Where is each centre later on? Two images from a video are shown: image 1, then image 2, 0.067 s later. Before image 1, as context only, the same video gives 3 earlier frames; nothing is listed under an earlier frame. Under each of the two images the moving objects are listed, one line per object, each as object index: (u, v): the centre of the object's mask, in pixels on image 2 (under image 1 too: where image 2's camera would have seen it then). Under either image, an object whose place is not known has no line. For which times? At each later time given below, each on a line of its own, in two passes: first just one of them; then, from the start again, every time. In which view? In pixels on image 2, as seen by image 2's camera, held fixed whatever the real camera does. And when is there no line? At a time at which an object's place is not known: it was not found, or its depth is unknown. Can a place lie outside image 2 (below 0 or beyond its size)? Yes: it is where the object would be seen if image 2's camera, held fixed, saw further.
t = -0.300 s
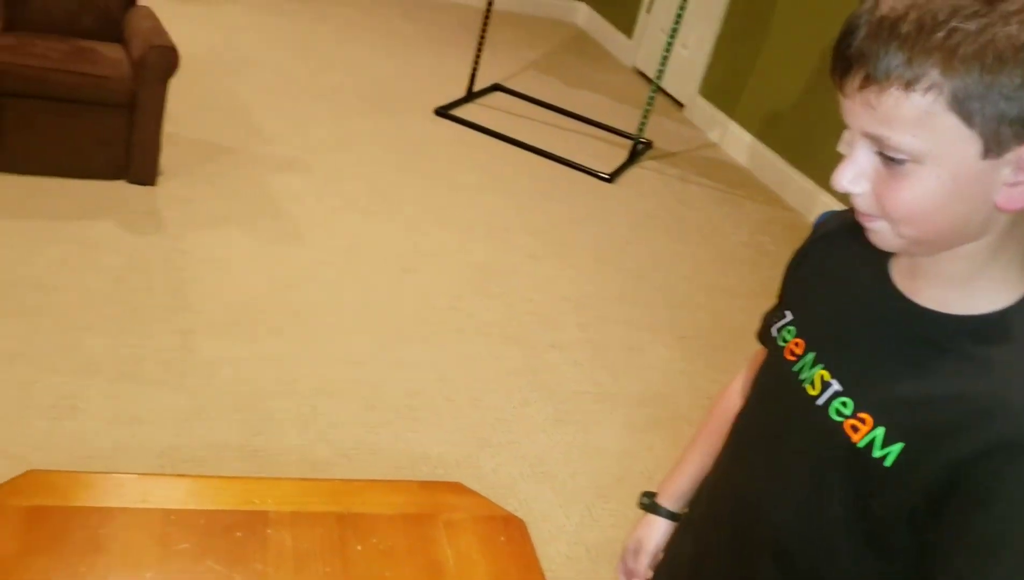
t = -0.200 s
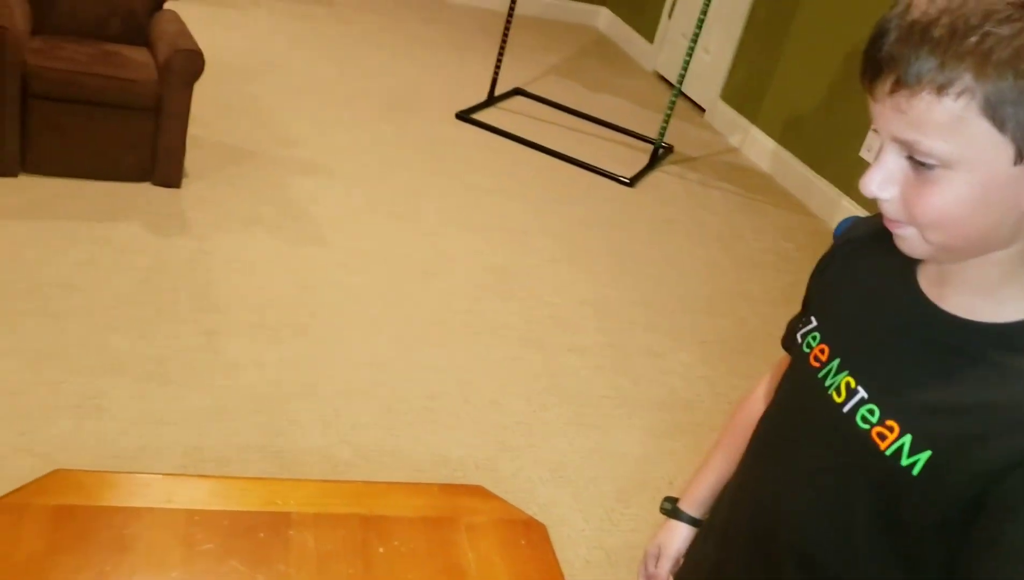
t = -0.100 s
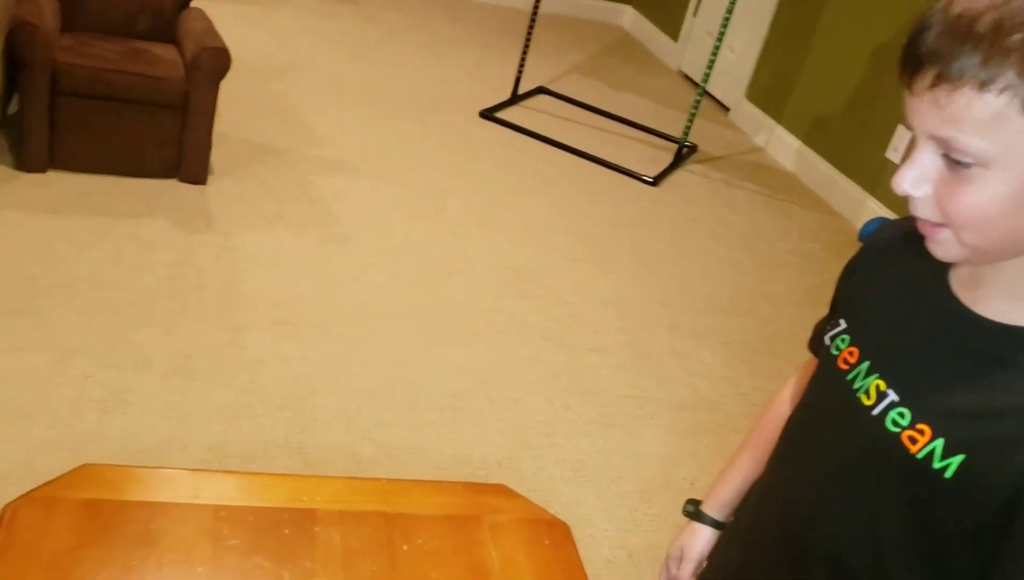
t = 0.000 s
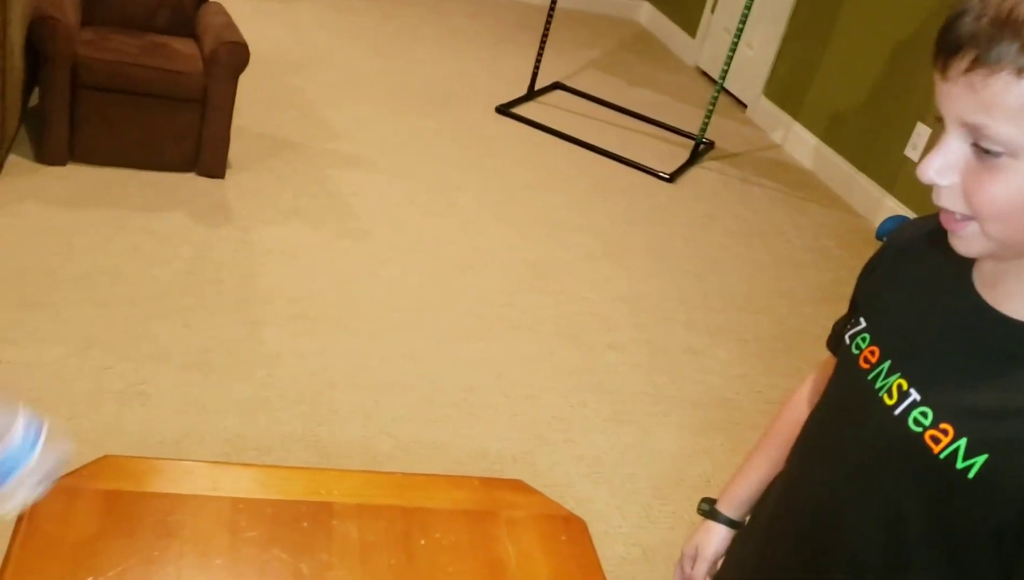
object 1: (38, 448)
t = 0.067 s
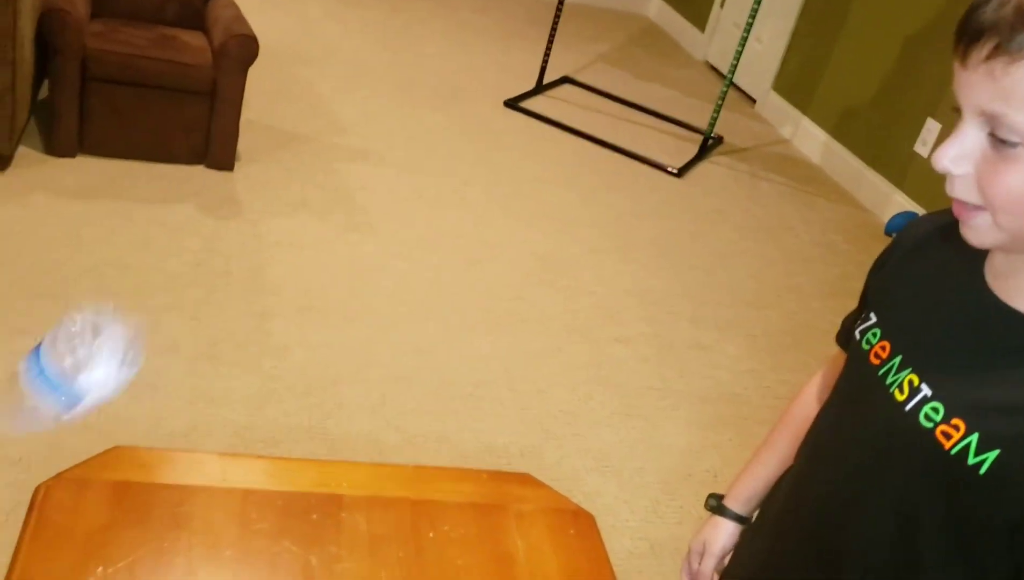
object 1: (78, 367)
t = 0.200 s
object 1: (220, 330)
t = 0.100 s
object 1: (114, 338)
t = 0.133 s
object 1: (151, 322)
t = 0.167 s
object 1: (186, 320)
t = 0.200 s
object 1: (220, 330)
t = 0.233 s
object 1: (252, 353)
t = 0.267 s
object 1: (278, 389)
